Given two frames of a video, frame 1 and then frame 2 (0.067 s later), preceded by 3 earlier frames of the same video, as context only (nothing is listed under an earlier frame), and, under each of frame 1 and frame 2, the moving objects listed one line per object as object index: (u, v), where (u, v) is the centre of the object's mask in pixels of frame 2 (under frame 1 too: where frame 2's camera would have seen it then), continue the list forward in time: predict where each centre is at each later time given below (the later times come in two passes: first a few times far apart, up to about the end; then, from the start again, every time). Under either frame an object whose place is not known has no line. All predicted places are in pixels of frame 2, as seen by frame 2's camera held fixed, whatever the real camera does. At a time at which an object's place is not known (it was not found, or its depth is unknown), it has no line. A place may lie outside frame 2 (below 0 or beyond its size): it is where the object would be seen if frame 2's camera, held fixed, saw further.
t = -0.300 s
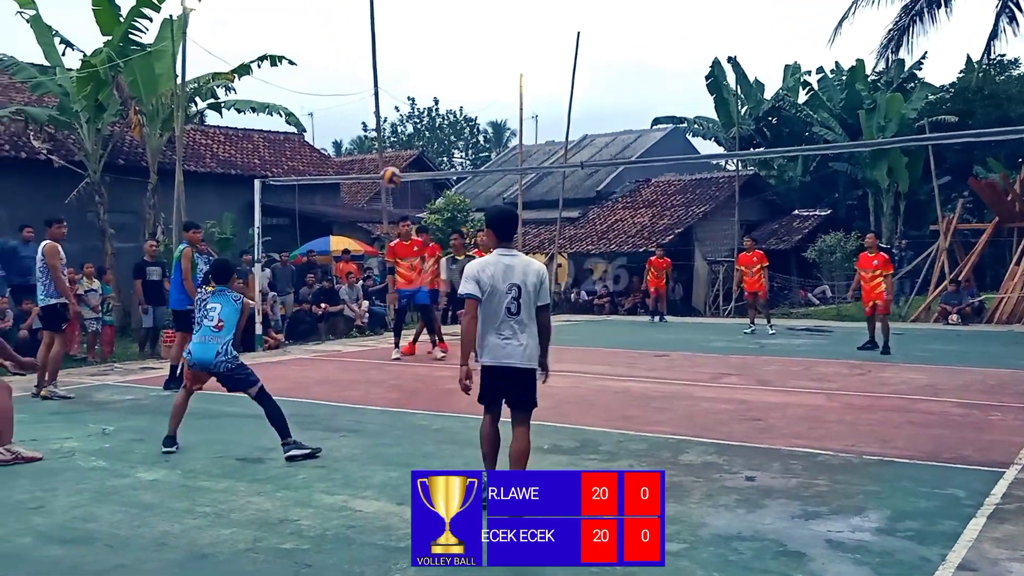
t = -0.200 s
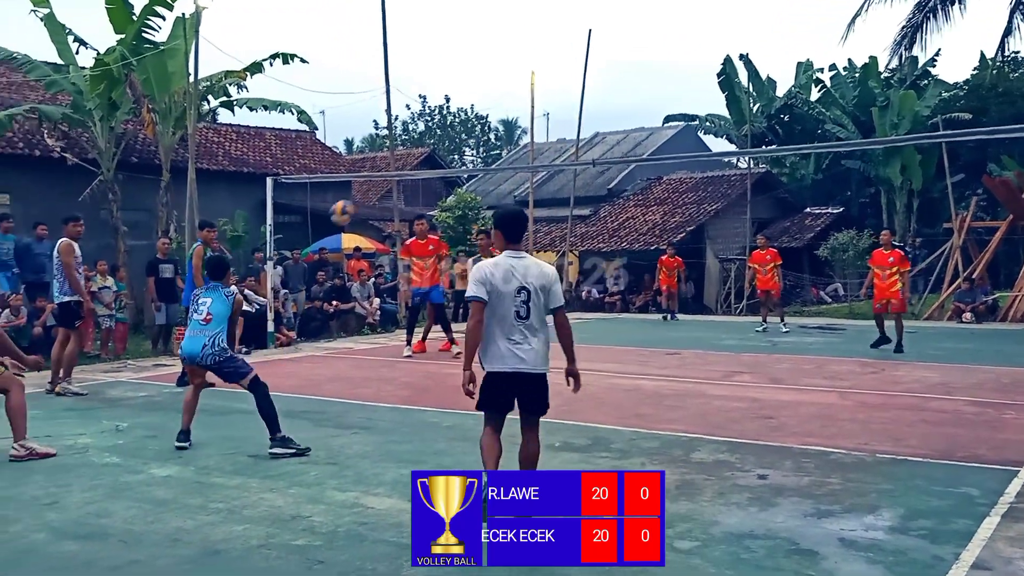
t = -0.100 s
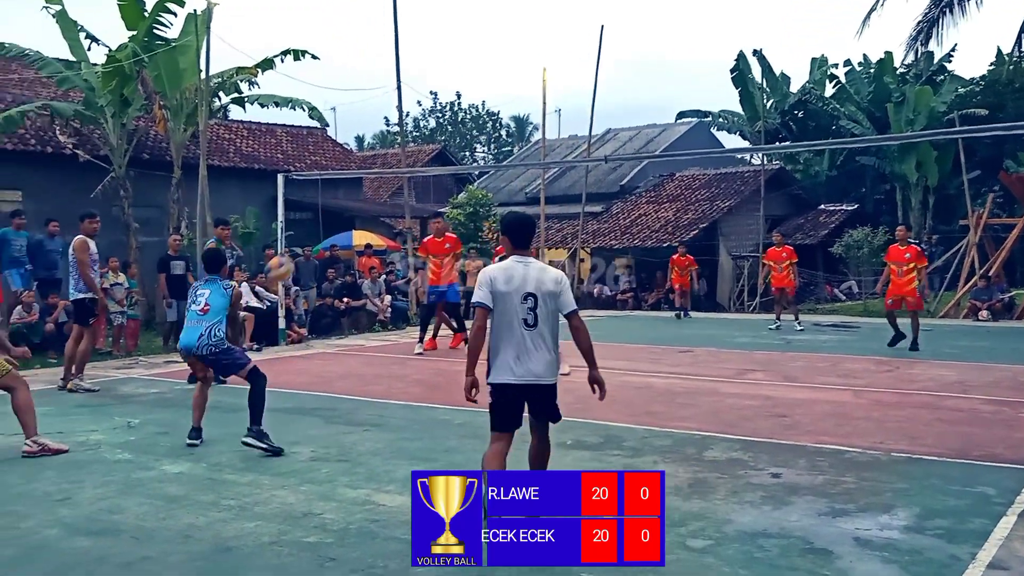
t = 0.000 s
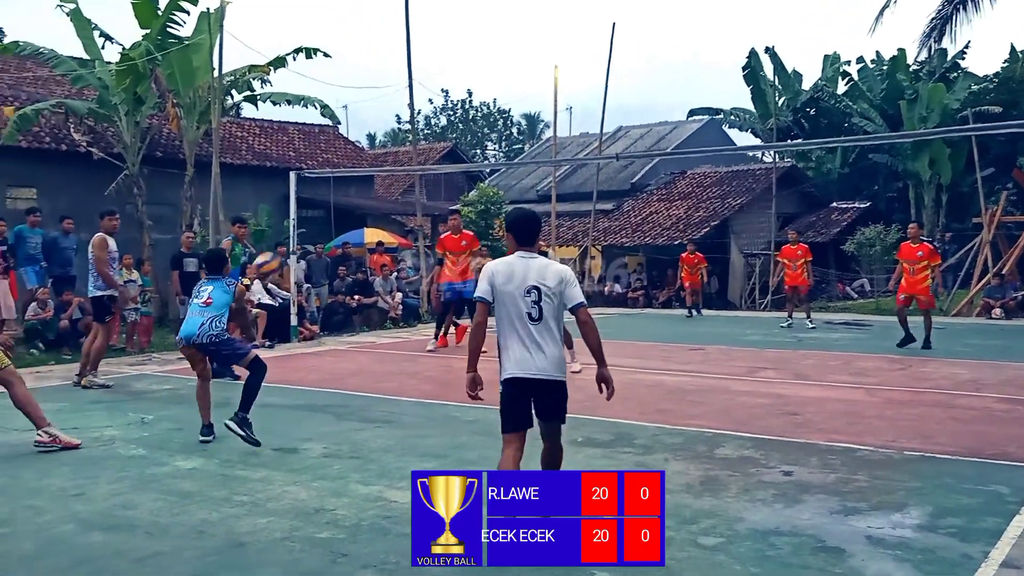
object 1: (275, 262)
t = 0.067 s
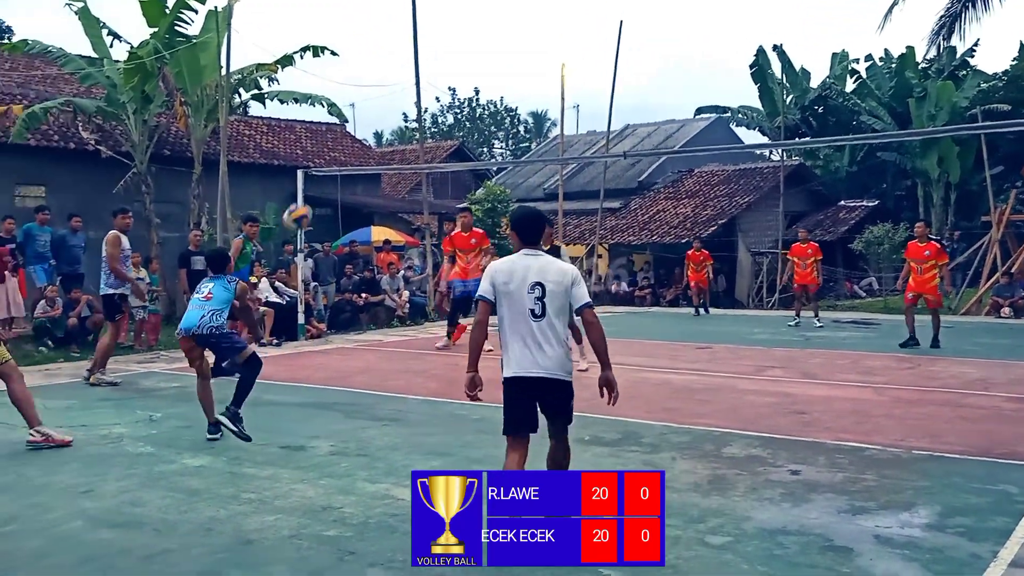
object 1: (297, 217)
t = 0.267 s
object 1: (362, 115)
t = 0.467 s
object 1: (418, 67)
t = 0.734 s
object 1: (482, 72)
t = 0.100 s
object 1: (310, 194)
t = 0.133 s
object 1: (320, 173)
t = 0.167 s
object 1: (330, 158)
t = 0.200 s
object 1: (341, 142)
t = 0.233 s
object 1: (351, 127)
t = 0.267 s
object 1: (362, 115)
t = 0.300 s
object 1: (371, 104)
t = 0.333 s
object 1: (381, 93)
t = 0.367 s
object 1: (390, 85)
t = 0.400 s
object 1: (400, 78)
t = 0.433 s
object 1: (409, 71)
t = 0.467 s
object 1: (418, 67)
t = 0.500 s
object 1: (426, 64)
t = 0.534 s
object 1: (435, 61)
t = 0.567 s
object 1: (443, 60)
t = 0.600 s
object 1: (451, 61)
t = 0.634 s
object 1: (459, 62)
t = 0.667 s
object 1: (467, 64)
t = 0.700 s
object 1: (475, 68)
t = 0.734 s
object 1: (482, 72)
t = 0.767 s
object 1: (490, 77)
